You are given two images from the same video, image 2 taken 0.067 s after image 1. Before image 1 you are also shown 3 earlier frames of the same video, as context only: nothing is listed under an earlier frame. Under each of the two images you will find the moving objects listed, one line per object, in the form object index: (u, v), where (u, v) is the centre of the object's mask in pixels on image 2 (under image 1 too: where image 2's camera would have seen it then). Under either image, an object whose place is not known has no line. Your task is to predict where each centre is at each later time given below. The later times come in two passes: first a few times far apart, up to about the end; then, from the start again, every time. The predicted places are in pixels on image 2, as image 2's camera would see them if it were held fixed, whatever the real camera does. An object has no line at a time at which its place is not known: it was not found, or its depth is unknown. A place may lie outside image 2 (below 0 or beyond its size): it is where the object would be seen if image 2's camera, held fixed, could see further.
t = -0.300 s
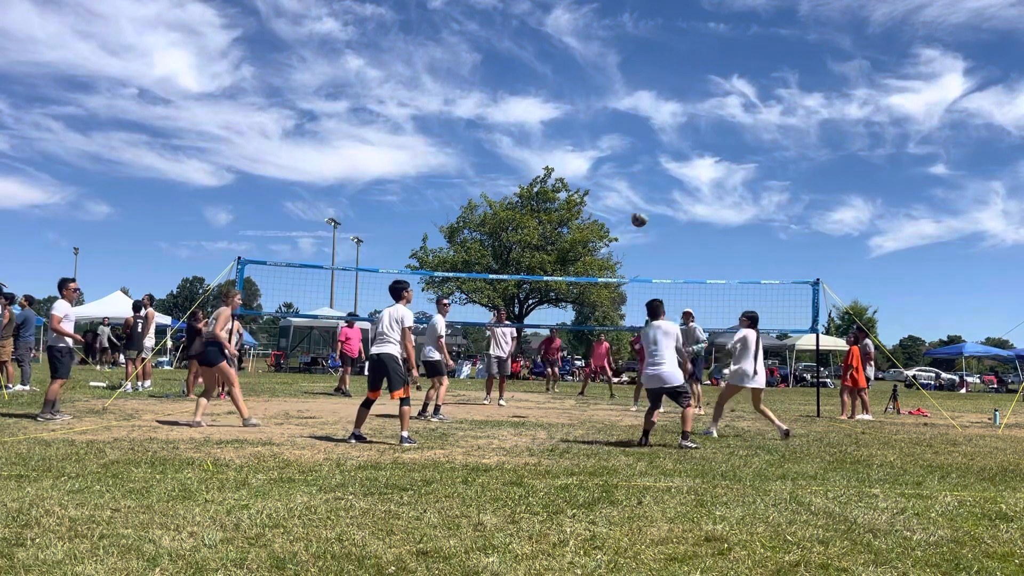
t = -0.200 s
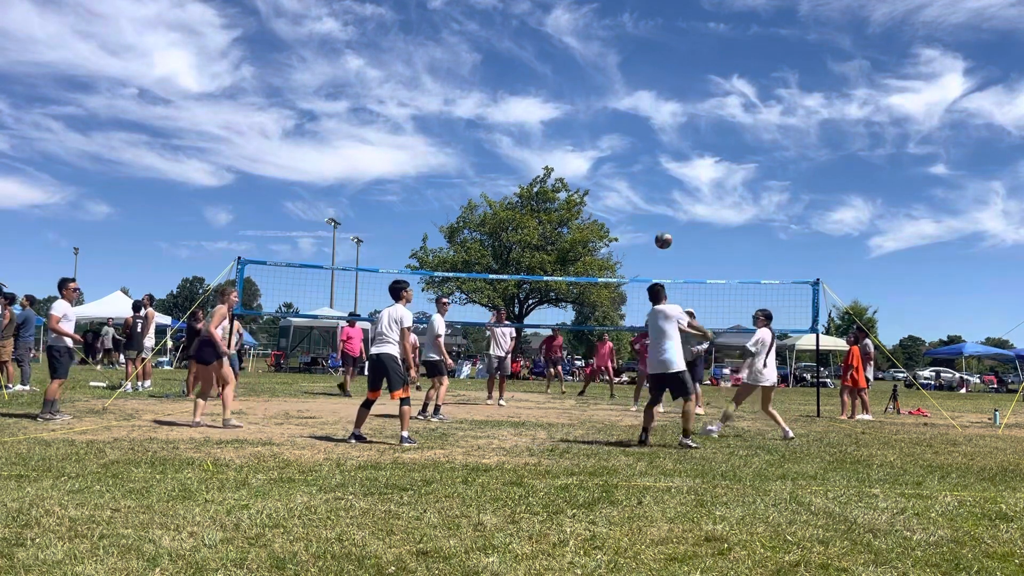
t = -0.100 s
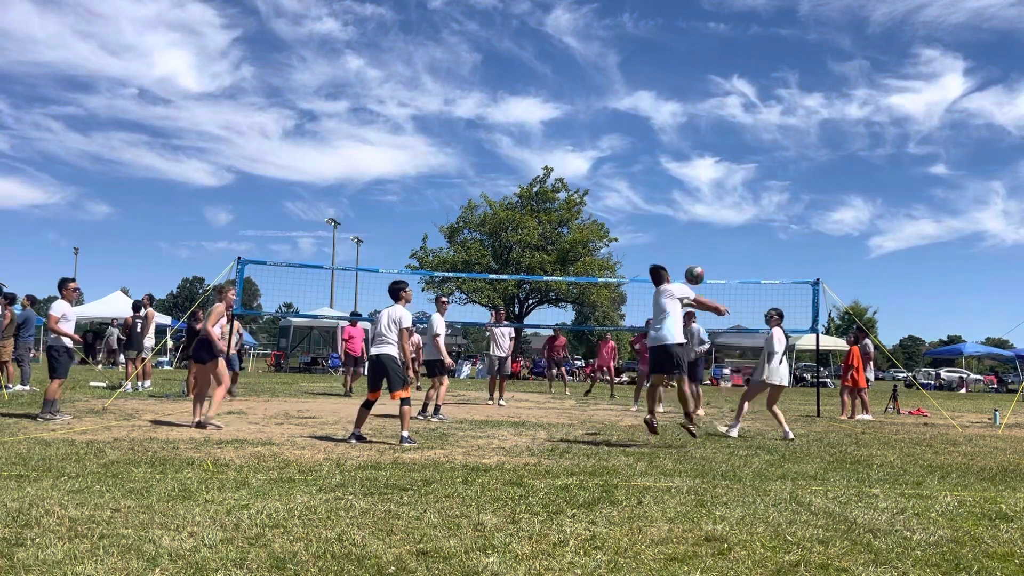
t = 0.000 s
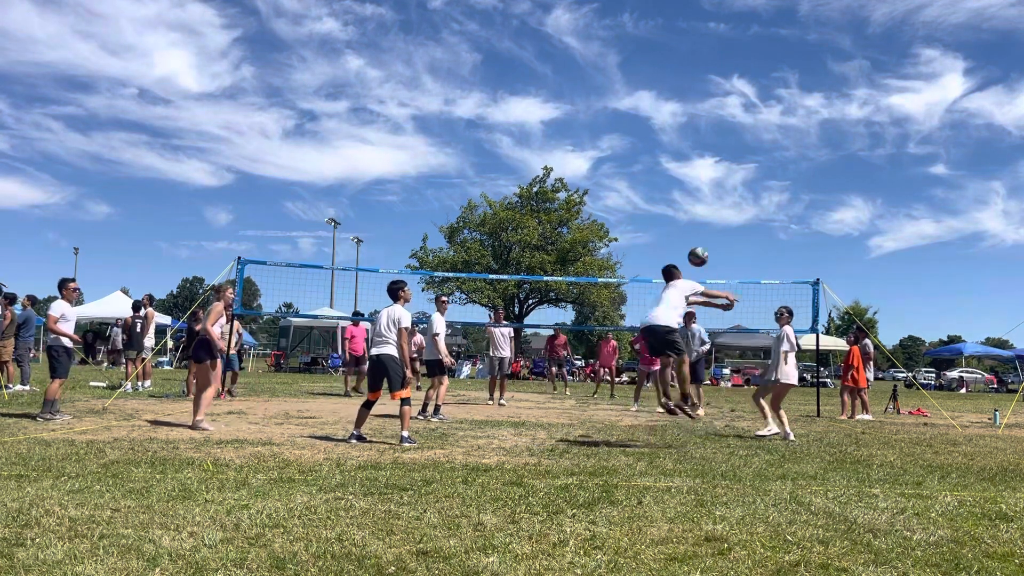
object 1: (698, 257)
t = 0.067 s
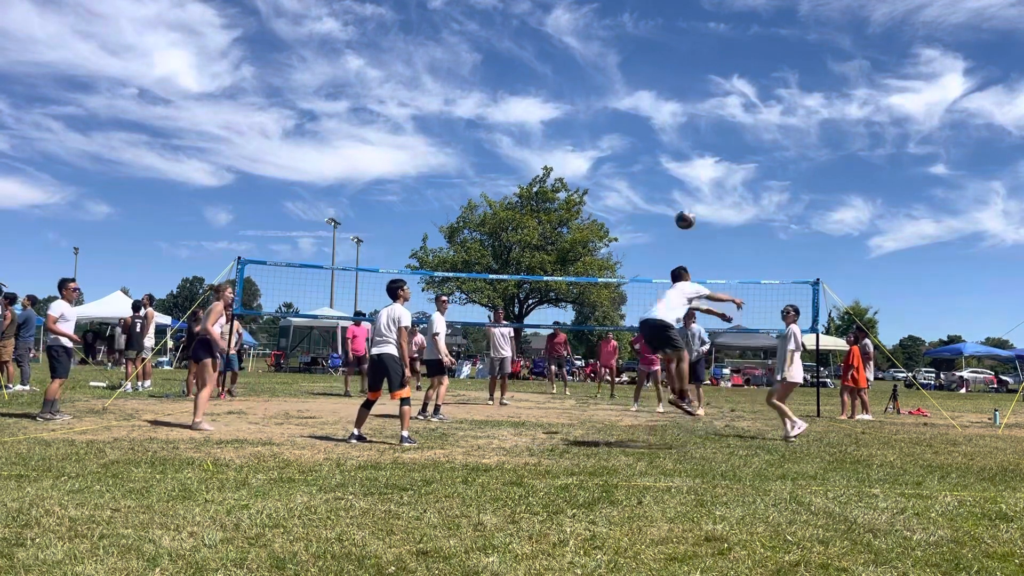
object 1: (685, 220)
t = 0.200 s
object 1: (662, 162)
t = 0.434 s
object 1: (625, 104)
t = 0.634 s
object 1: (597, 91)
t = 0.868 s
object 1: (567, 112)
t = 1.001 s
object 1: (550, 140)
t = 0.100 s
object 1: (679, 203)
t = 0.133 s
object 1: (673, 188)
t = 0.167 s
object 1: (667, 175)
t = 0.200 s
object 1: (662, 162)
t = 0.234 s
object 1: (656, 150)
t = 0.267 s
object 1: (651, 140)
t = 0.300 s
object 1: (645, 131)
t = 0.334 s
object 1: (640, 123)
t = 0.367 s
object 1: (635, 115)
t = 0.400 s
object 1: (630, 109)
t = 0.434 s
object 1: (625, 104)
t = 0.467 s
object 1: (620, 99)
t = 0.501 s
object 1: (615, 96)
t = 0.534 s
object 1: (611, 94)
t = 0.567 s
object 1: (606, 92)
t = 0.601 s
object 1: (602, 91)
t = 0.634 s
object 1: (597, 91)
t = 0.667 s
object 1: (593, 92)
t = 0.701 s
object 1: (588, 93)
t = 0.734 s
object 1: (584, 96)
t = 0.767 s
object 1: (580, 99)
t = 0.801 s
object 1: (575, 103)
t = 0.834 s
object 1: (571, 107)
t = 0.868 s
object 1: (567, 112)
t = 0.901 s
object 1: (563, 118)
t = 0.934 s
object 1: (558, 125)
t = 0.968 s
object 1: (554, 132)
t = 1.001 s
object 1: (550, 140)
